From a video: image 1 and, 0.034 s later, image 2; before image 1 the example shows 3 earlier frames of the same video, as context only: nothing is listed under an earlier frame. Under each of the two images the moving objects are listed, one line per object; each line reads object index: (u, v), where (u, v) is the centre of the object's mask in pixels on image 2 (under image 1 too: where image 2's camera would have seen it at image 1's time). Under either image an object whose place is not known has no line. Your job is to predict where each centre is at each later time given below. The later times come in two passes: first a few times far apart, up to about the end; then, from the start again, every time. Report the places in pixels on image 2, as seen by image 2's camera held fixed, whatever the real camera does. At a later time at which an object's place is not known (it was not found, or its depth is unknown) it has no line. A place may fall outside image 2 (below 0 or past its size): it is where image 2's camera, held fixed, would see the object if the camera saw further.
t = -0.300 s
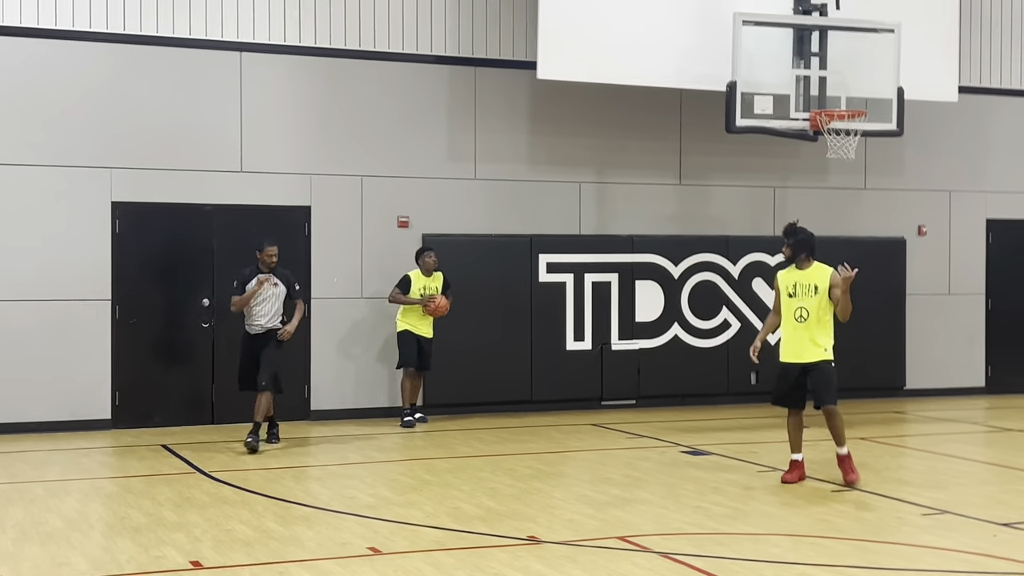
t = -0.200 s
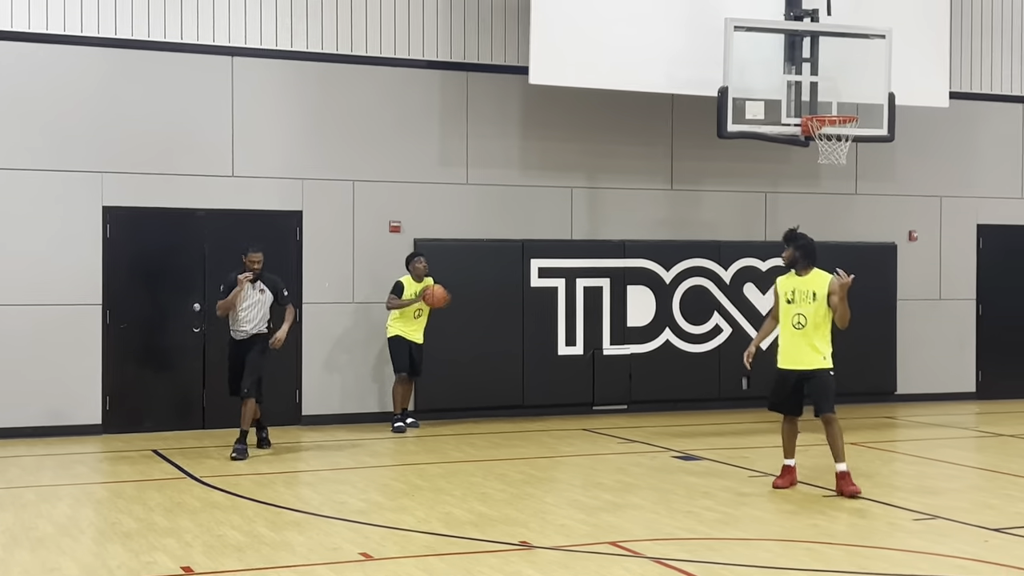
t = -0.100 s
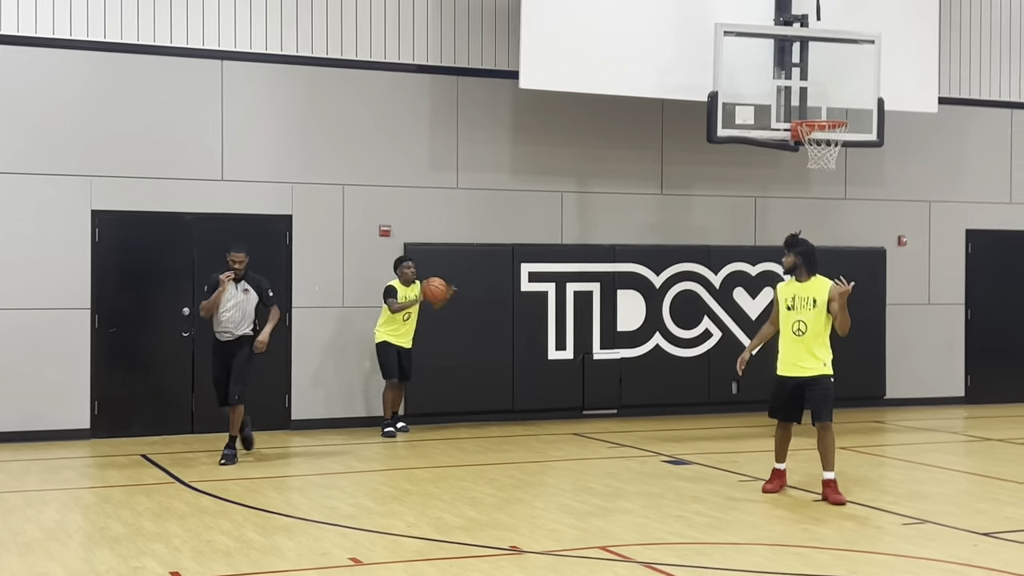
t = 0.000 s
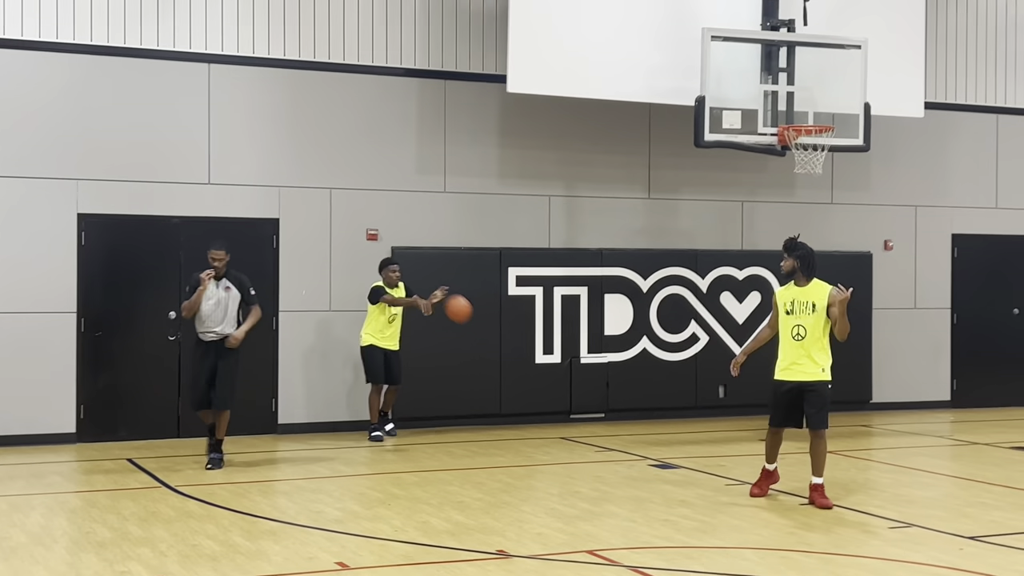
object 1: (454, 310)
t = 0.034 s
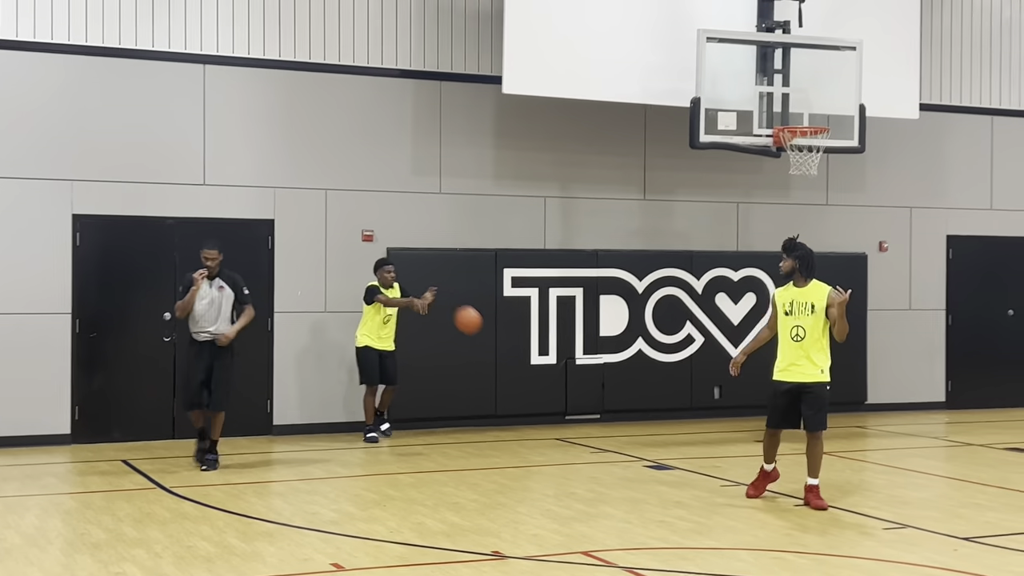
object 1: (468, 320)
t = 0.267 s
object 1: (581, 436)
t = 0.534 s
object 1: (665, 376)
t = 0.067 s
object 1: (483, 332)
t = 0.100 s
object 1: (498, 345)
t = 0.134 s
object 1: (514, 360)
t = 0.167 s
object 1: (530, 377)
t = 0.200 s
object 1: (547, 395)
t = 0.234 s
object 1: (564, 414)
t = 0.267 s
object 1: (581, 436)
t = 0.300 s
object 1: (600, 463)
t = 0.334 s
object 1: (610, 451)
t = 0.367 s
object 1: (619, 434)
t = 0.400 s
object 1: (628, 419)
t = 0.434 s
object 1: (637, 407)
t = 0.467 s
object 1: (647, 396)
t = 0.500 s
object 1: (656, 385)
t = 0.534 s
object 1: (665, 376)
